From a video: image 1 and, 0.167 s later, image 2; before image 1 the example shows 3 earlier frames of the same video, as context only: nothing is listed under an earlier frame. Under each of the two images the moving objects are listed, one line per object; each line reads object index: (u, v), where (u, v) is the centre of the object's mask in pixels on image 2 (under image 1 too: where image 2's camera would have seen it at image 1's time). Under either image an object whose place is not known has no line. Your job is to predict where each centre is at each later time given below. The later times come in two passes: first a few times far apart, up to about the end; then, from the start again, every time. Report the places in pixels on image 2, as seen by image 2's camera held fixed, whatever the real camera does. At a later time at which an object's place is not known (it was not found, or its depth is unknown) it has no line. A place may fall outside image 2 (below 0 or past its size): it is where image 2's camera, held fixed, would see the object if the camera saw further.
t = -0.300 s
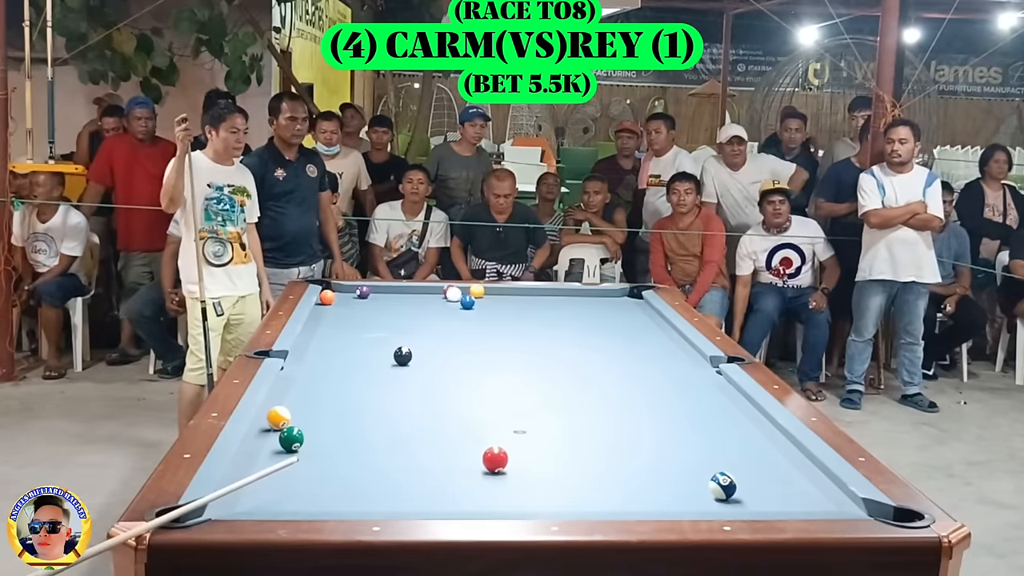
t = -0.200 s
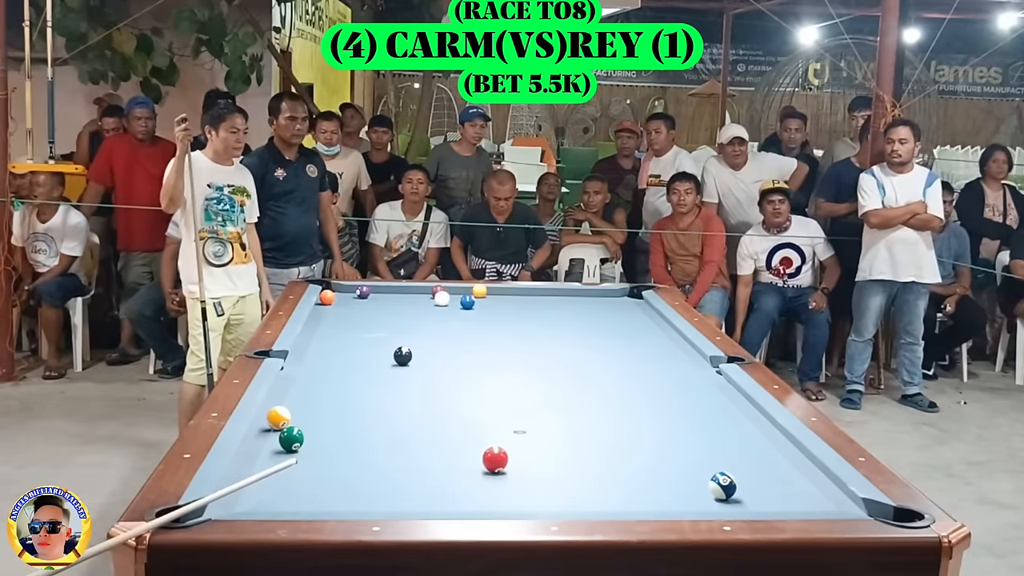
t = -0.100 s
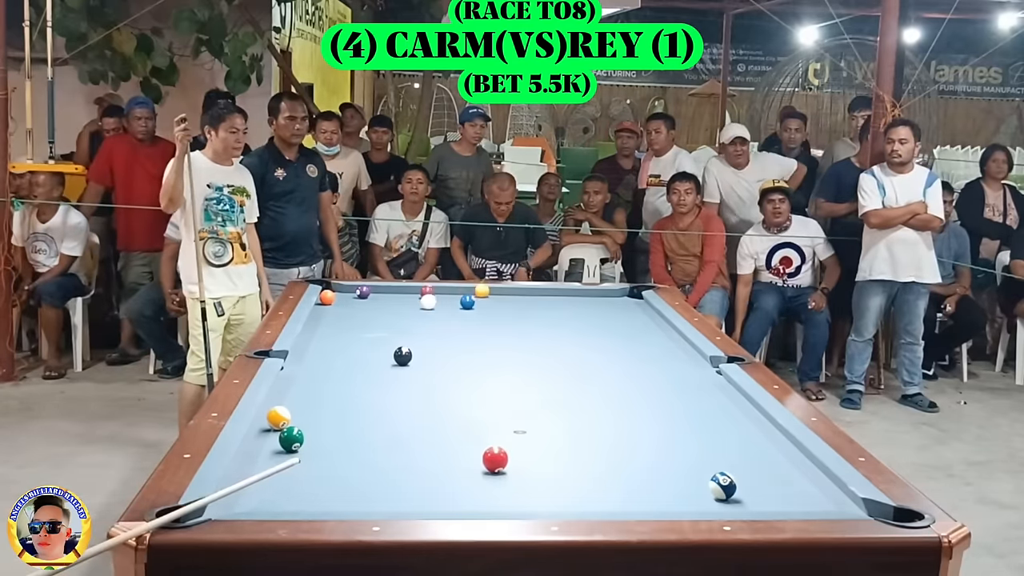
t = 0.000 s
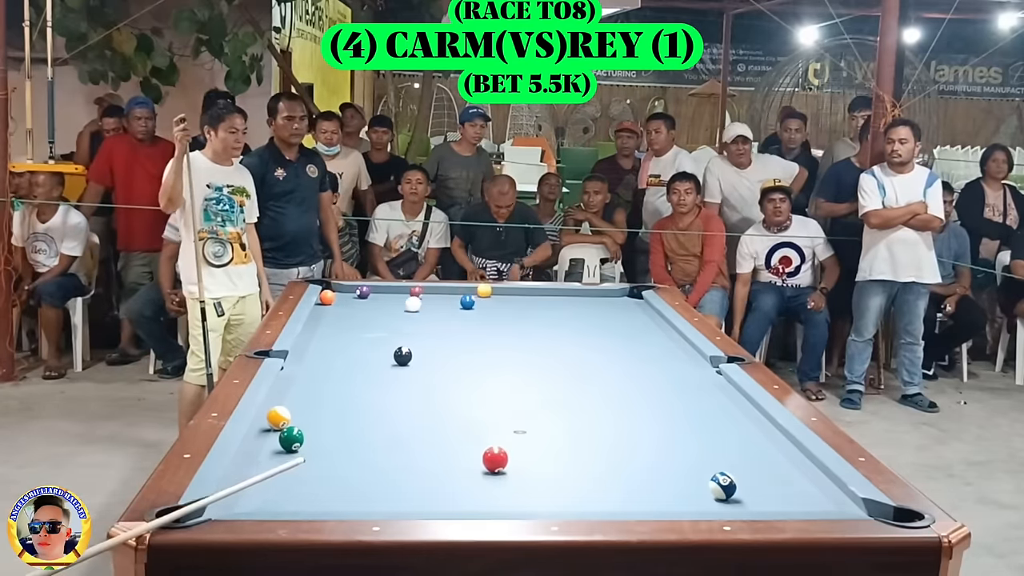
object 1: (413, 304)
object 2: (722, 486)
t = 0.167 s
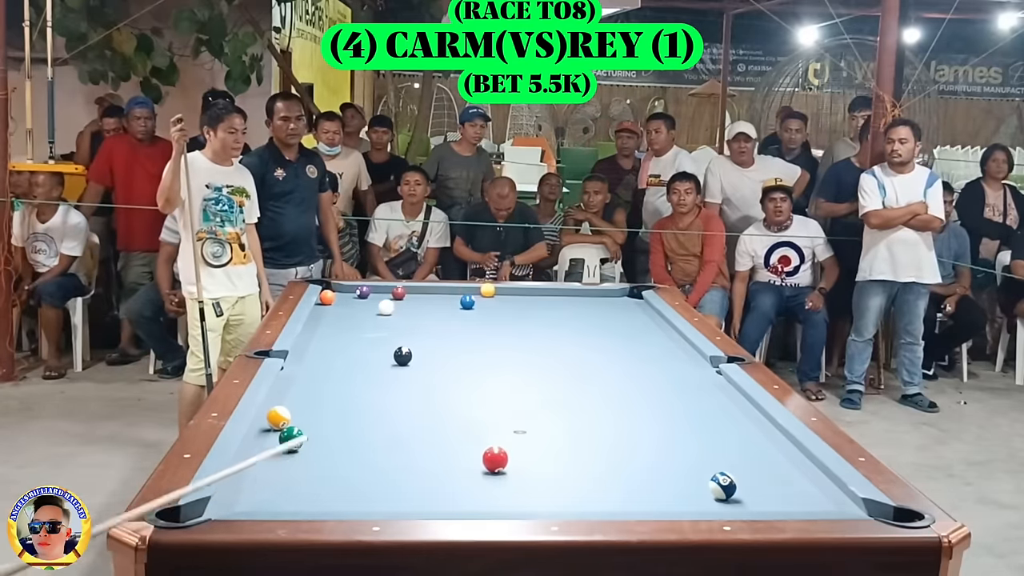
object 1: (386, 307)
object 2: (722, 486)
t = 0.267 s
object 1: (370, 309)
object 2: (722, 486)
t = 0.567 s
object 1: (320, 315)
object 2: (722, 486)
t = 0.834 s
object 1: (332, 324)
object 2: (722, 486)
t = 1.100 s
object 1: (349, 336)
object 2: (722, 486)
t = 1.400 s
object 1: (371, 350)
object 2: (722, 486)
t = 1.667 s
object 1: (391, 363)
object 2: (722, 486)
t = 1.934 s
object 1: (412, 377)
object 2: (722, 486)
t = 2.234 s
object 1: (437, 391)
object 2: (722, 486)
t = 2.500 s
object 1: (462, 409)
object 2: (722, 486)
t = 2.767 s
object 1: (486, 423)
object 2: (722, 486)
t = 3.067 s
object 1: (518, 446)
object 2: (722, 486)
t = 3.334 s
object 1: (546, 466)
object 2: (722, 486)
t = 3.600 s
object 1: (575, 481)
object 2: (722, 486)
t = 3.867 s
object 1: (607, 499)
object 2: (722, 486)
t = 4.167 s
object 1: (649, 500)
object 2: (722, 486)
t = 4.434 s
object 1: (687, 494)
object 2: (722, 486)
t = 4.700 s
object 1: (703, 488)
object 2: (738, 483)
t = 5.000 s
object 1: (706, 484)
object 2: (763, 479)
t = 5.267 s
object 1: (709, 482)
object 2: (783, 476)
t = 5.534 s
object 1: (711, 480)
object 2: (800, 474)
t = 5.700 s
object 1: (712, 479)
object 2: (809, 472)
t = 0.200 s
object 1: (381, 308)
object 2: (722, 486)
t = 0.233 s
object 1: (375, 309)
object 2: (722, 486)
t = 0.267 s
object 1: (370, 309)
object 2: (722, 486)
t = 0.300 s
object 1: (364, 310)
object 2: (722, 486)
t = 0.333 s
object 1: (359, 311)
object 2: (722, 486)
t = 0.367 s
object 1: (353, 311)
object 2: (722, 486)
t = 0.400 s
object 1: (348, 312)
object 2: (722, 486)
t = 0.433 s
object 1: (342, 312)
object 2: (722, 486)
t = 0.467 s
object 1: (337, 313)
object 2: (722, 486)
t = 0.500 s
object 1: (331, 314)
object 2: (722, 486)
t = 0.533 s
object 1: (326, 314)
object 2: (722, 486)
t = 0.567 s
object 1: (320, 315)
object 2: (722, 486)
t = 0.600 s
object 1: (316, 316)
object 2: (722, 486)
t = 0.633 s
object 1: (320, 317)
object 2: (722, 486)
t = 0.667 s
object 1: (322, 319)
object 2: (722, 486)
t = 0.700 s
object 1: (324, 320)
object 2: (722, 486)
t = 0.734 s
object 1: (326, 321)
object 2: (722, 486)
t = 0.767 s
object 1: (328, 323)
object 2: (722, 486)
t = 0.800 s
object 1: (330, 323)
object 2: (722, 486)
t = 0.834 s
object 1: (332, 324)
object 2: (722, 486)
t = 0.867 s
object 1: (334, 326)
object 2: (722, 486)
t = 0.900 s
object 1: (336, 328)
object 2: (722, 486)
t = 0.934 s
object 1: (338, 329)
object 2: (722, 486)
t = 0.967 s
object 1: (340, 330)
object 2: (722, 486)
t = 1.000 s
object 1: (343, 332)
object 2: (722, 486)
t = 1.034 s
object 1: (345, 333)
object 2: (722, 486)
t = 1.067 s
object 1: (347, 335)
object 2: (722, 486)
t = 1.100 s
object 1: (349, 336)
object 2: (722, 486)
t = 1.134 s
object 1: (351, 338)
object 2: (722, 486)
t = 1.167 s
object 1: (354, 339)
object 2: (722, 486)
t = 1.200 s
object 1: (356, 341)
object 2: (722, 486)
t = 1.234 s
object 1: (359, 342)
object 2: (722, 486)
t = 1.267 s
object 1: (361, 343)
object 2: (722, 486)
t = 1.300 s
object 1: (363, 345)
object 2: (722, 486)
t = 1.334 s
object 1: (365, 347)
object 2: (722, 486)
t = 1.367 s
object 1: (368, 348)
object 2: (722, 486)
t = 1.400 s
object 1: (371, 350)
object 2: (722, 486)
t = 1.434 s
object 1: (373, 351)
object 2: (722, 486)
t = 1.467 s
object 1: (376, 353)
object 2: (722, 486)
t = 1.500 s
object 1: (378, 354)
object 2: (722, 486)
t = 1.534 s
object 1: (380, 356)
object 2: (722, 486)
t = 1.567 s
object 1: (383, 358)
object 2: (722, 486)
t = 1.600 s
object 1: (386, 359)
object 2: (722, 486)
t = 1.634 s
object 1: (388, 360)
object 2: (722, 486)
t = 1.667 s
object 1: (391, 363)
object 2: (722, 486)
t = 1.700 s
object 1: (393, 364)
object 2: (722, 486)
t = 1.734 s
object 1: (396, 366)
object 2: (722, 486)
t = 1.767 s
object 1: (398, 368)
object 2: (722, 486)
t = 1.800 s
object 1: (401, 369)
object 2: (722, 486)
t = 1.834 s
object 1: (404, 371)
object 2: (722, 486)
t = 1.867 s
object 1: (406, 373)
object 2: (722, 486)
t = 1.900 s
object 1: (410, 375)
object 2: (722, 486)
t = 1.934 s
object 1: (412, 377)
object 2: (722, 486)
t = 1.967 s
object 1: (415, 379)
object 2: (722, 486)
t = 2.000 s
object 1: (418, 380)
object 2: (722, 486)
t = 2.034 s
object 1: (420, 381)
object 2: (722, 486)
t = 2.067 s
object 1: (423, 383)
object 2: (722, 486)
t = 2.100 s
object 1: (425, 384)
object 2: (722, 486)
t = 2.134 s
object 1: (428, 387)
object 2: (722, 486)
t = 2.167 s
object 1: (430, 388)
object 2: (722, 486)
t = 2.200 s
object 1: (434, 390)
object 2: (722, 486)
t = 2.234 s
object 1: (437, 391)
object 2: (722, 486)
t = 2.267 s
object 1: (440, 393)
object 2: (722, 486)
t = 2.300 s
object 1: (444, 396)
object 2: (722, 486)
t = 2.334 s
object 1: (447, 398)
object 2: (722, 486)
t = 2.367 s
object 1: (449, 398)
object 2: (722, 486)
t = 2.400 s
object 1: (451, 400)
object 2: (722, 486)
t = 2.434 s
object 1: (454, 402)
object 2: (722, 486)
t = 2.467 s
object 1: (457, 405)
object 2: (722, 486)
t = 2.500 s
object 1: (462, 409)
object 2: (722, 486)
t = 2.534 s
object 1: (464, 409)
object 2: (722, 486)
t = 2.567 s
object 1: (466, 410)
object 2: (722, 486)
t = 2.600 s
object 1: (468, 411)
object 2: (722, 486)
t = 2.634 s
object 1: (472, 412)
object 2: (722, 486)
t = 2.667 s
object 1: (474, 413)
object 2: (722, 486)
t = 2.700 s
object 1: (476, 415)
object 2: (722, 486)
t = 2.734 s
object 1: (483, 424)
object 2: (722, 486)
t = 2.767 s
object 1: (486, 423)
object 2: (722, 486)
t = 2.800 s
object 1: (490, 428)
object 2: (722, 486)
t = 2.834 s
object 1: (493, 426)
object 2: (722, 486)
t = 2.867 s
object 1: (495, 429)
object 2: (722, 486)
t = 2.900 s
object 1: (500, 436)
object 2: (722, 486)
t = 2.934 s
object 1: (504, 438)
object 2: (722, 486)
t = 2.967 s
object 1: (508, 442)
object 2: (722, 486)
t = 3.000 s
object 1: (512, 443)
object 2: (722, 486)
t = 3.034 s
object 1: (514, 445)
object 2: (722, 486)
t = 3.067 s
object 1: (518, 446)
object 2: (722, 486)
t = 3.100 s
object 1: (521, 446)
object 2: (722, 486)
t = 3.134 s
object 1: (525, 450)
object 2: (722, 486)
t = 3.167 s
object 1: (529, 454)
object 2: (722, 486)
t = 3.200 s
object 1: (532, 457)
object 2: (722, 486)
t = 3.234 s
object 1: (535, 459)
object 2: (722, 486)
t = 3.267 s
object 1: (539, 461)
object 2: (722, 486)
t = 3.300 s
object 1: (543, 464)
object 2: (722, 486)
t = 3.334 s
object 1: (546, 466)
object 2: (722, 486)
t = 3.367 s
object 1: (550, 469)
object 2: (722, 486)
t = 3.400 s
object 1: (554, 470)
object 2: (722, 486)
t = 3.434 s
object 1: (556, 471)
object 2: (722, 486)
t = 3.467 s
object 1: (559, 474)
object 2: (722, 486)
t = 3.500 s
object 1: (563, 474)
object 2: (722, 486)
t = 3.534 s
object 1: (568, 476)
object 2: (722, 486)
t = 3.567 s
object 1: (571, 479)
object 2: (722, 486)
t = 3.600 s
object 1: (575, 481)
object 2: (722, 486)
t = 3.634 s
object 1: (579, 484)
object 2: (722, 486)
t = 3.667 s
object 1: (583, 487)
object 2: (722, 486)
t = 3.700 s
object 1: (586, 488)
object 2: (722, 486)
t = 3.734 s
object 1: (591, 492)
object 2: (722, 486)
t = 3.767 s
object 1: (594, 494)
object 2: (722, 486)
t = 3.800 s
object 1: (598, 496)
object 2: (722, 486)
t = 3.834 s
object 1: (603, 498)
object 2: (722, 486)
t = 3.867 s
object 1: (607, 499)
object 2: (722, 486)
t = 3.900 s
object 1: (610, 501)
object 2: (722, 486)
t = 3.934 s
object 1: (615, 500)
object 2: (722, 486)
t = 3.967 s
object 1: (618, 504)
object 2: (722, 486)
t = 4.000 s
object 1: (622, 503)
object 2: (722, 486)
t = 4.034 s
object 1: (629, 503)
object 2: (722, 486)
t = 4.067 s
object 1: (634, 501)
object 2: (722, 486)
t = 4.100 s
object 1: (639, 500)
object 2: (722, 486)
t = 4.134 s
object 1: (644, 500)
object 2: (722, 486)
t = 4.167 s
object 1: (649, 500)
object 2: (722, 486)
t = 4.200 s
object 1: (654, 499)
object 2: (722, 486)
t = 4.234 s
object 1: (658, 499)
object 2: (722, 486)
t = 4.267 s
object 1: (664, 498)
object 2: (722, 486)
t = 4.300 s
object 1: (668, 497)
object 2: (722, 486)
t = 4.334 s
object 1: (672, 496)
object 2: (722, 486)
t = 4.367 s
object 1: (678, 496)
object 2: (722, 486)
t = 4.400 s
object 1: (682, 495)
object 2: (722, 486)
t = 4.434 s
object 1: (687, 494)
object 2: (722, 486)
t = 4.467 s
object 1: (691, 492)
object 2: (722, 486)
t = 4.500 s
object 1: (695, 491)
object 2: (722, 486)
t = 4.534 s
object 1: (699, 490)
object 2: (723, 486)
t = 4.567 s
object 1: (702, 490)
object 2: (726, 485)
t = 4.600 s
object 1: (702, 489)
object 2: (730, 484)
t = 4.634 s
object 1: (702, 489)
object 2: (732, 484)
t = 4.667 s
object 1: (702, 488)
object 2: (735, 484)
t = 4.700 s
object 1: (703, 488)
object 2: (738, 483)
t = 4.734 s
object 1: (703, 487)
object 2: (741, 482)
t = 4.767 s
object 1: (703, 487)
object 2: (744, 482)
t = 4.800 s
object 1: (704, 486)
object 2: (747, 481)
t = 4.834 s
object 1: (704, 486)
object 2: (750, 481)
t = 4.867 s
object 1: (704, 486)
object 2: (753, 480)
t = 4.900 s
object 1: (704, 485)
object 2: (756, 480)
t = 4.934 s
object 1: (705, 484)
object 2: (758, 480)
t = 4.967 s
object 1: (706, 484)
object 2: (761, 479)
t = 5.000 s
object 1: (706, 484)
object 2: (763, 479)
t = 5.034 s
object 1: (707, 484)
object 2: (765, 479)
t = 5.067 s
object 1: (707, 483)
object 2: (768, 478)
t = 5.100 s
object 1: (707, 483)
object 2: (771, 478)
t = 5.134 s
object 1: (708, 482)
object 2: (773, 477)
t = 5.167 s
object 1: (709, 482)
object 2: (776, 477)
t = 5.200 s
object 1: (708, 482)
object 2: (778, 476)
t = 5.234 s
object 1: (708, 482)
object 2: (780, 476)
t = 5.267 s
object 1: (709, 482)
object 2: (783, 476)
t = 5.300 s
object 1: (709, 481)
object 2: (785, 476)
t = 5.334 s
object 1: (710, 481)
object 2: (788, 475)
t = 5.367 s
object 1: (710, 481)
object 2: (790, 475)
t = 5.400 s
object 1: (710, 481)
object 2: (792, 475)
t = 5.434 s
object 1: (710, 481)
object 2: (794, 474)
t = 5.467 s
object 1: (711, 480)
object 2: (796, 474)
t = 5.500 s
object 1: (711, 480)
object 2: (798, 474)
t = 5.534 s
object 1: (711, 480)
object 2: (800, 474)
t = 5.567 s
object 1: (711, 480)
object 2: (802, 473)
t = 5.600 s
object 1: (711, 480)
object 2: (803, 473)
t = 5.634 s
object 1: (712, 480)
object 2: (805, 473)
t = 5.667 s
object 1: (712, 479)
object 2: (807, 472)
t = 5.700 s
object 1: (712, 479)
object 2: (809, 472)
